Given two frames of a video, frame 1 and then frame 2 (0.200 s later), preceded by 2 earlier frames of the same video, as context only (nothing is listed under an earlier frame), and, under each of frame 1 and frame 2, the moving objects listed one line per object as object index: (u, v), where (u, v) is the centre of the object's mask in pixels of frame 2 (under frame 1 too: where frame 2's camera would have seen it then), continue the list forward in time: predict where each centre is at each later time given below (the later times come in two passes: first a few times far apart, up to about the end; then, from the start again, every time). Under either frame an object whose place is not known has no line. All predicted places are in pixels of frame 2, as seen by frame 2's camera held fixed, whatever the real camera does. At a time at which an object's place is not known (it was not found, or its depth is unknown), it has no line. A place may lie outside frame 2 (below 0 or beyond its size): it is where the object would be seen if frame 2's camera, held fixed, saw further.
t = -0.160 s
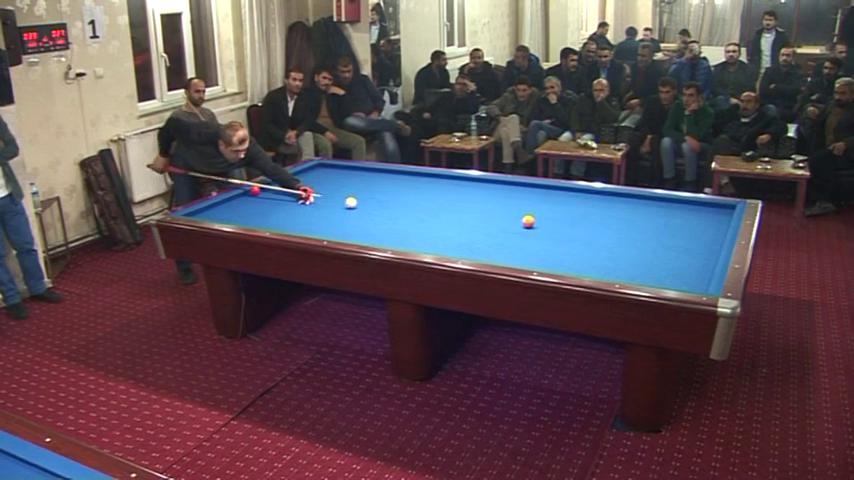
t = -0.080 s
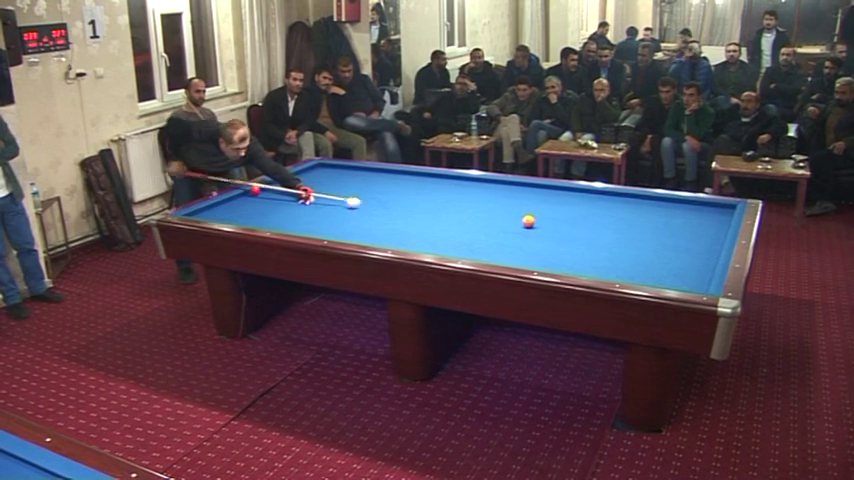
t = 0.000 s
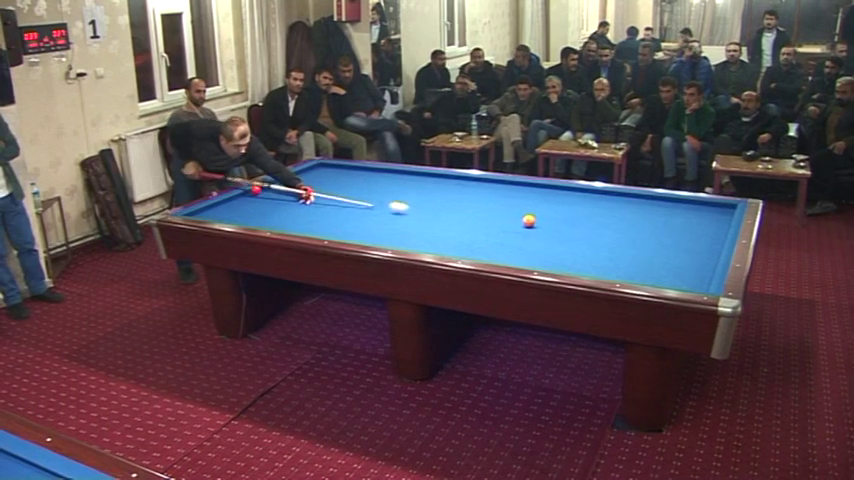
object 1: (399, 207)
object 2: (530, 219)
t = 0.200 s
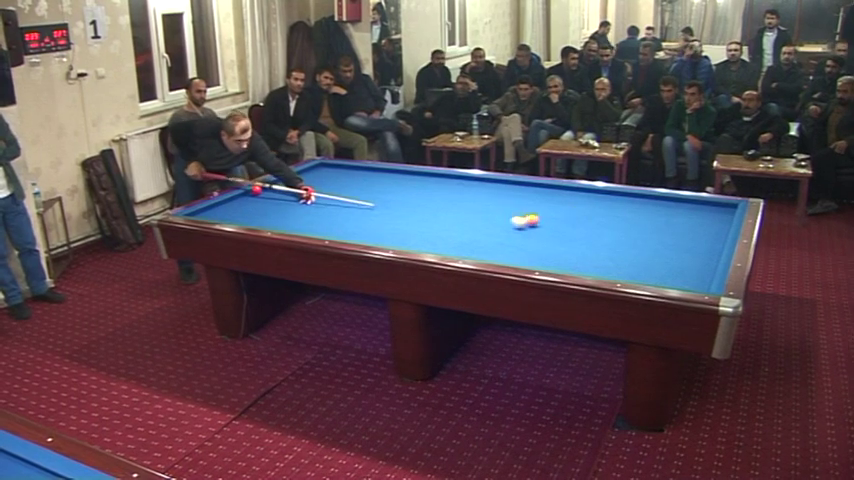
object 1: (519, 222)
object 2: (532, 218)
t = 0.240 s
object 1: (527, 227)
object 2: (548, 217)
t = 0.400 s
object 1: (565, 246)
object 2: (607, 211)
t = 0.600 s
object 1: (631, 272)
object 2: (665, 205)
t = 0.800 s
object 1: (696, 278)
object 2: (715, 201)
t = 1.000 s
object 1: (638, 253)
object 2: (718, 209)
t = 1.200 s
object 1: (601, 236)
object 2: (695, 213)
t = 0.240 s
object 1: (527, 227)
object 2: (548, 217)
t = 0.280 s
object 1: (535, 232)
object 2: (563, 215)
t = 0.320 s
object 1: (544, 236)
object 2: (579, 214)
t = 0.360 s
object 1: (554, 241)
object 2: (593, 212)
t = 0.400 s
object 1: (565, 246)
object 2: (607, 211)
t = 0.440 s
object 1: (577, 252)
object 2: (619, 210)
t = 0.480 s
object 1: (589, 257)
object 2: (632, 209)
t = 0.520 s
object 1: (602, 262)
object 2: (643, 208)
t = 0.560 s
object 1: (617, 267)
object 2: (654, 206)
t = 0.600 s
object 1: (631, 272)
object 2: (665, 205)
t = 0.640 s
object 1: (646, 277)
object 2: (675, 205)
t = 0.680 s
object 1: (662, 280)
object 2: (685, 204)
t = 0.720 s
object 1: (682, 281)
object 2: (696, 203)
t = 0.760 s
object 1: (701, 282)
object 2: (705, 202)
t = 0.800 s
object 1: (696, 278)
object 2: (715, 201)
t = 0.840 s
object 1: (682, 273)
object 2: (721, 204)
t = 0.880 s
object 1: (670, 268)
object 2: (727, 205)
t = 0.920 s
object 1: (658, 262)
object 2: (730, 207)
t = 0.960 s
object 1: (648, 258)
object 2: (724, 208)
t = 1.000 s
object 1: (638, 253)
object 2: (718, 209)
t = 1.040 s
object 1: (630, 250)
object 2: (713, 210)
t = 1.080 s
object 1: (622, 246)
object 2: (708, 210)
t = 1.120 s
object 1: (614, 242)
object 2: (703, 211)
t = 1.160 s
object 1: (608, 239)
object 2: (699, 212)
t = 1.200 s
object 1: (601, 236)
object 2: (695, 213)
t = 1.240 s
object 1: (595, 233)
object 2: (690, 213)
